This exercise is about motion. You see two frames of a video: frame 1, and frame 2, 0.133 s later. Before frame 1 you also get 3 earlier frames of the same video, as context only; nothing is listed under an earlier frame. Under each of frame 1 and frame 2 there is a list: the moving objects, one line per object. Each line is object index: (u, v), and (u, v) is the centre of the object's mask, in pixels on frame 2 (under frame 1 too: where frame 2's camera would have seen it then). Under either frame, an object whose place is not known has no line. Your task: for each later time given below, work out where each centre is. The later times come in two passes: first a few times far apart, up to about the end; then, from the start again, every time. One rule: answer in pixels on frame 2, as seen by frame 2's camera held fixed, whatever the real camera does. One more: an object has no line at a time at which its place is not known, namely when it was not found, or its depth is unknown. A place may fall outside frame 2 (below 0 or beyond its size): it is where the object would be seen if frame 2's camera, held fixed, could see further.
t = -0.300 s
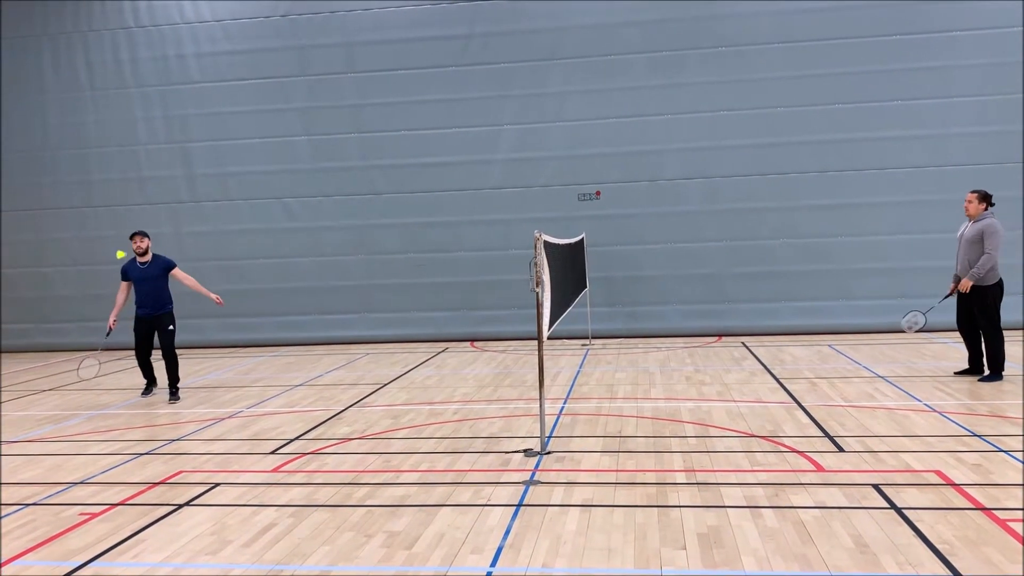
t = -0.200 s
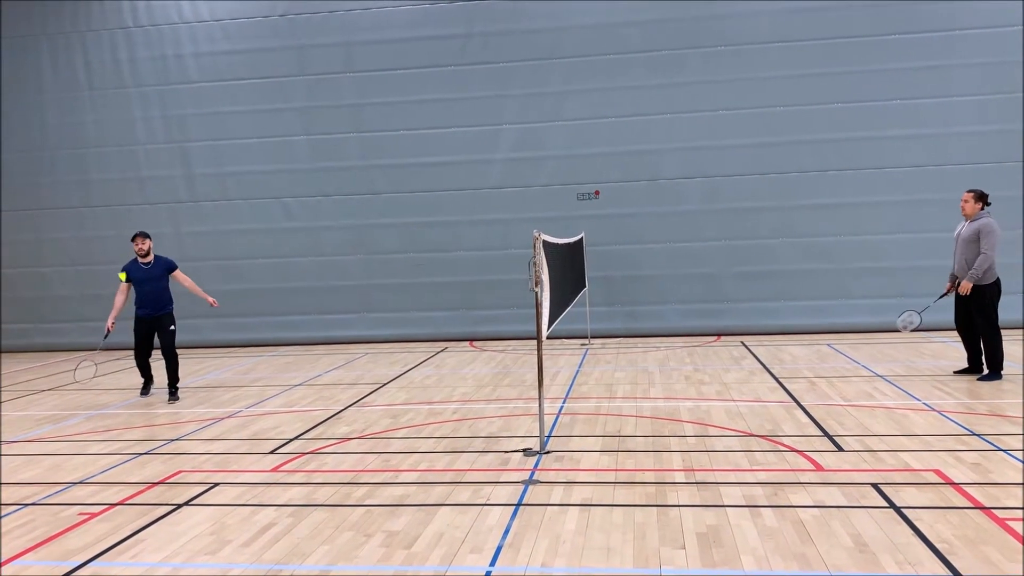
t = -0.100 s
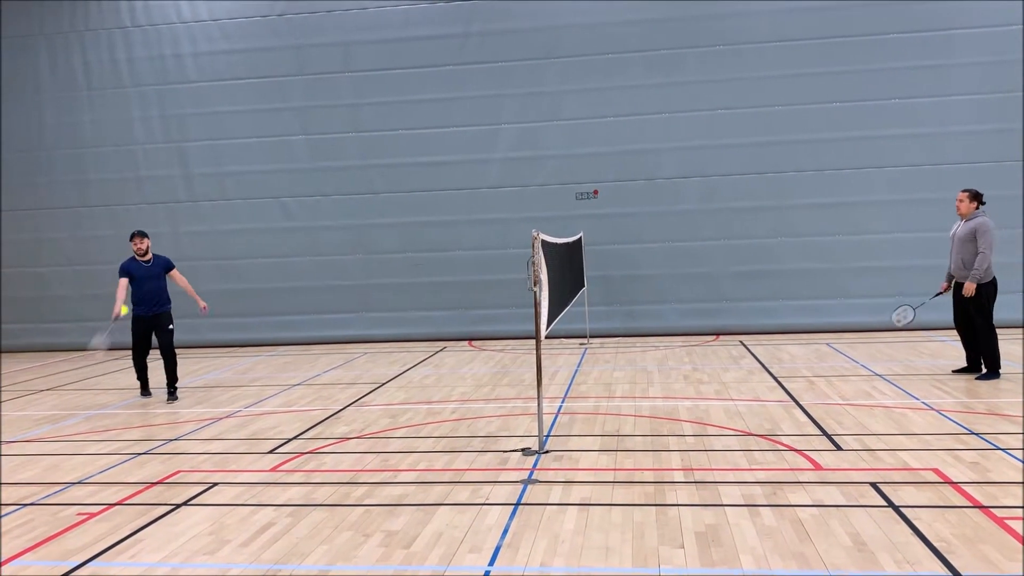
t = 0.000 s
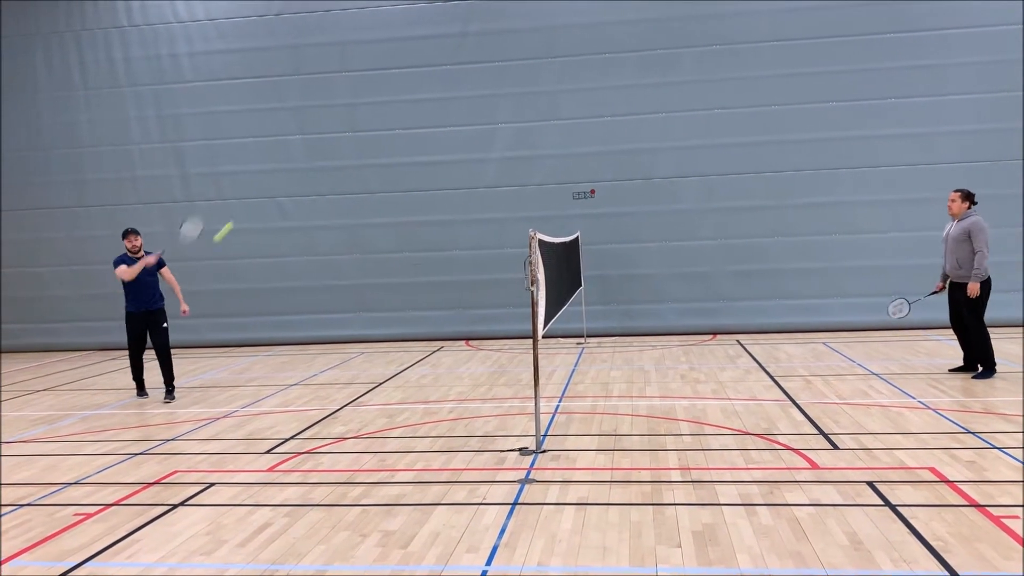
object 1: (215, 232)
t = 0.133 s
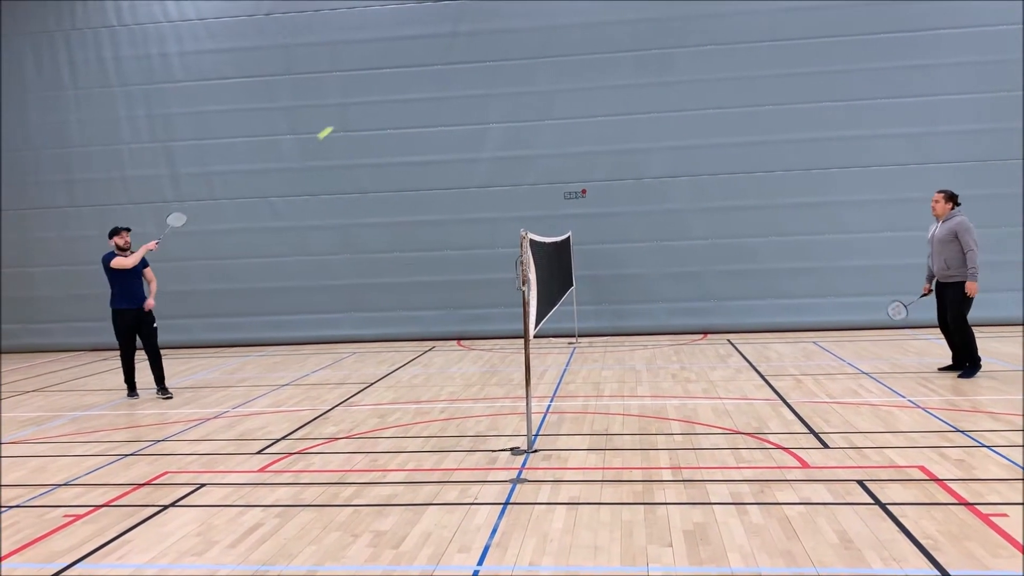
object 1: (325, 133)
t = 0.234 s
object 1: (386, 90)
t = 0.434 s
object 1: (478, 50)
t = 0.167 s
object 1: (347, 116)
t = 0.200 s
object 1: (367, 103)
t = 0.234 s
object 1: (386, 90)
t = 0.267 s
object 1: (404, 80)
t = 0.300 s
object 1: (420, 71)
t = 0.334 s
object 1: (436, 64)
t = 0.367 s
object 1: (450, 58)
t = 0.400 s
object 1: (464, 53)
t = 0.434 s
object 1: (478, 50)
